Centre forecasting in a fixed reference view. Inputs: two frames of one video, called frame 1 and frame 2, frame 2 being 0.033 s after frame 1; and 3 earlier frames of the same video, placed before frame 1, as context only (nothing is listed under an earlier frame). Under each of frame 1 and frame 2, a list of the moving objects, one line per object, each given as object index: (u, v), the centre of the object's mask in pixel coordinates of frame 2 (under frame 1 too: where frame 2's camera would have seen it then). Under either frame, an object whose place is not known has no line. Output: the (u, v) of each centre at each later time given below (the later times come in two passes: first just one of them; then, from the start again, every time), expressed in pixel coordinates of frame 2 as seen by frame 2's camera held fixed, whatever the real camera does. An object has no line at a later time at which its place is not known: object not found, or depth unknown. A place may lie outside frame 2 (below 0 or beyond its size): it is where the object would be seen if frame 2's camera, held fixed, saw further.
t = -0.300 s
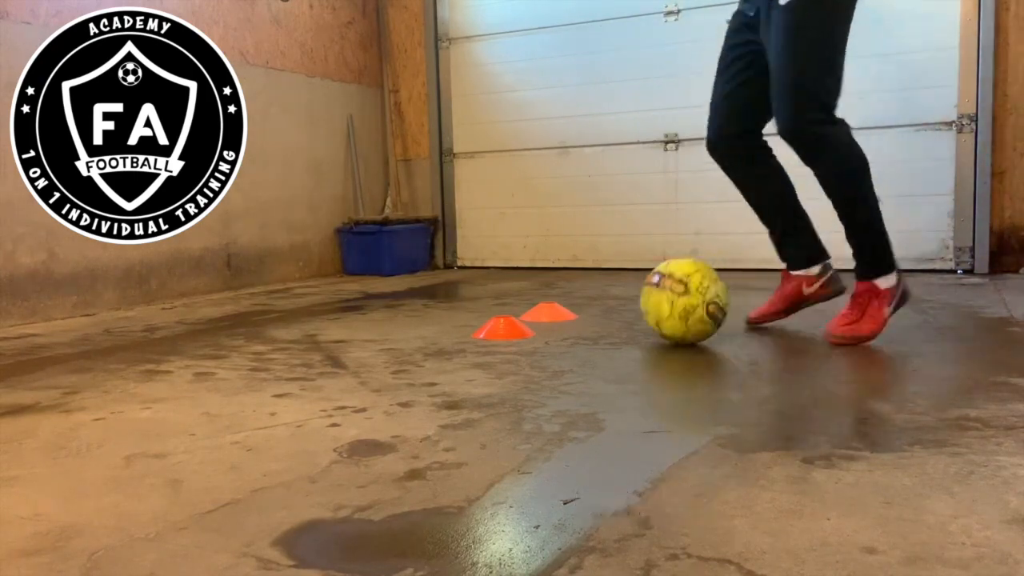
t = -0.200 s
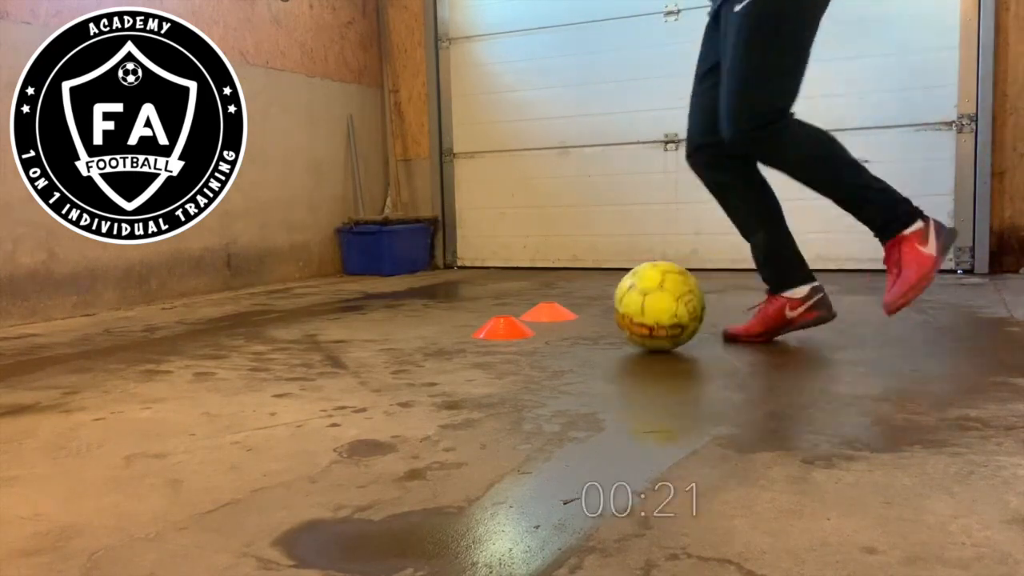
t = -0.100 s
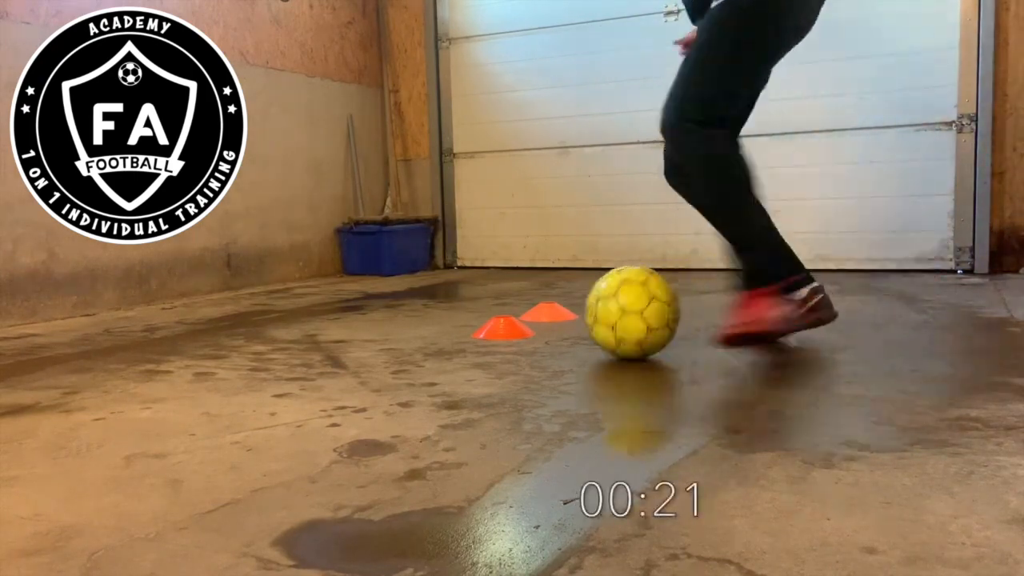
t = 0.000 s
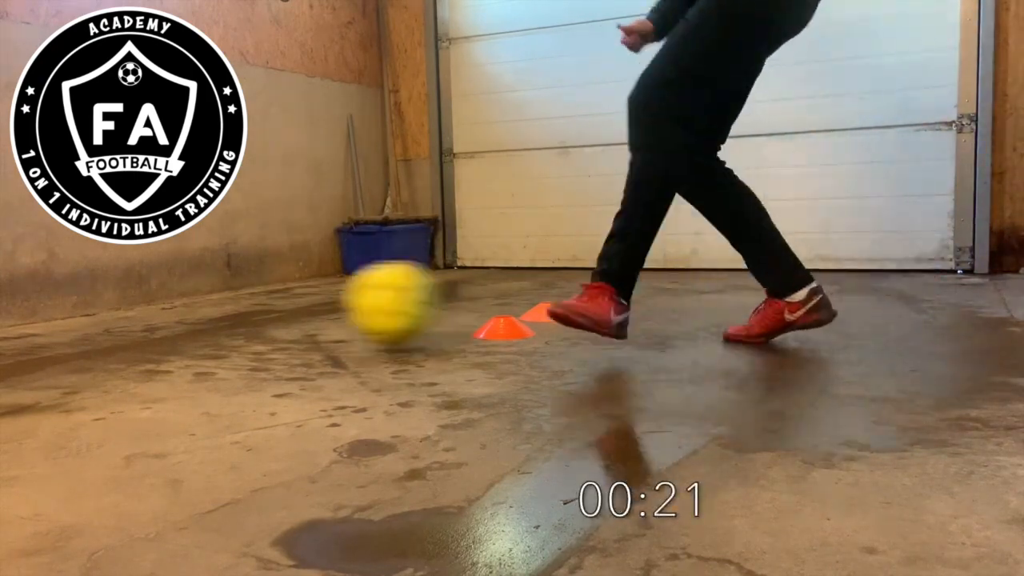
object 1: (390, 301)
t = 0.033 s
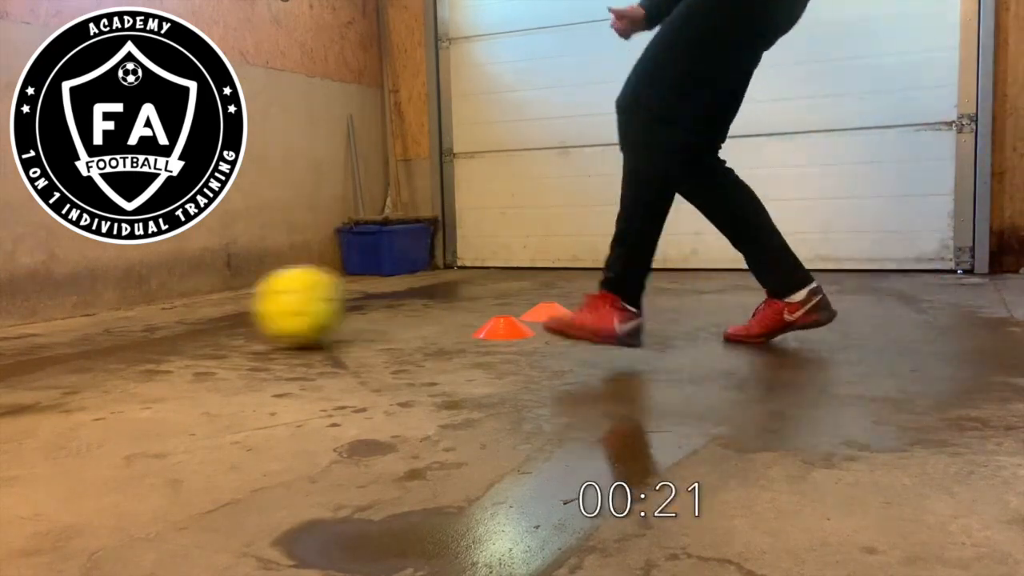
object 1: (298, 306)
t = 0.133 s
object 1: (71, 302)
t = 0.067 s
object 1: (215, 303)
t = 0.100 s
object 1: (138, 299)
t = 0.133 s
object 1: (71, 302)
